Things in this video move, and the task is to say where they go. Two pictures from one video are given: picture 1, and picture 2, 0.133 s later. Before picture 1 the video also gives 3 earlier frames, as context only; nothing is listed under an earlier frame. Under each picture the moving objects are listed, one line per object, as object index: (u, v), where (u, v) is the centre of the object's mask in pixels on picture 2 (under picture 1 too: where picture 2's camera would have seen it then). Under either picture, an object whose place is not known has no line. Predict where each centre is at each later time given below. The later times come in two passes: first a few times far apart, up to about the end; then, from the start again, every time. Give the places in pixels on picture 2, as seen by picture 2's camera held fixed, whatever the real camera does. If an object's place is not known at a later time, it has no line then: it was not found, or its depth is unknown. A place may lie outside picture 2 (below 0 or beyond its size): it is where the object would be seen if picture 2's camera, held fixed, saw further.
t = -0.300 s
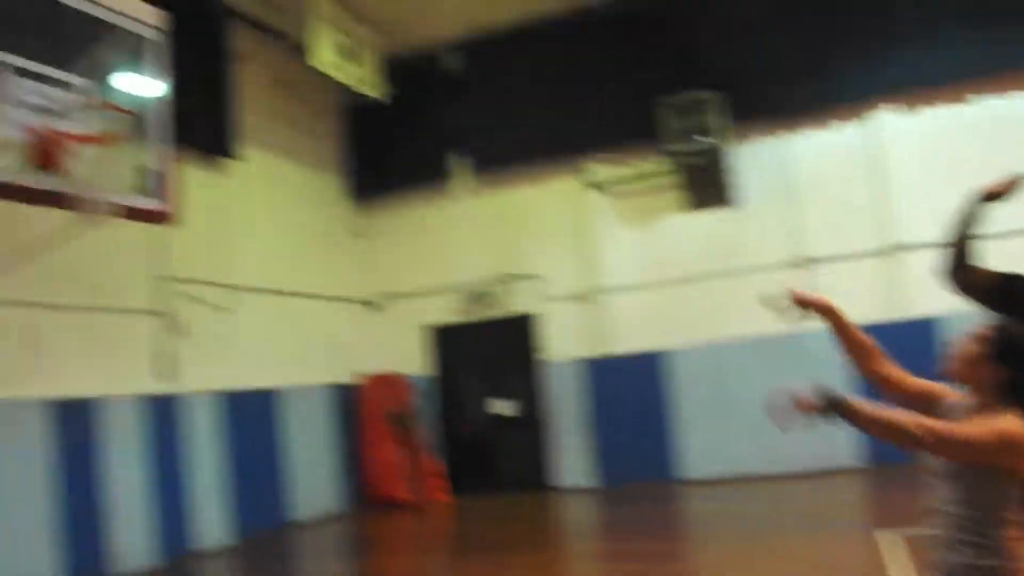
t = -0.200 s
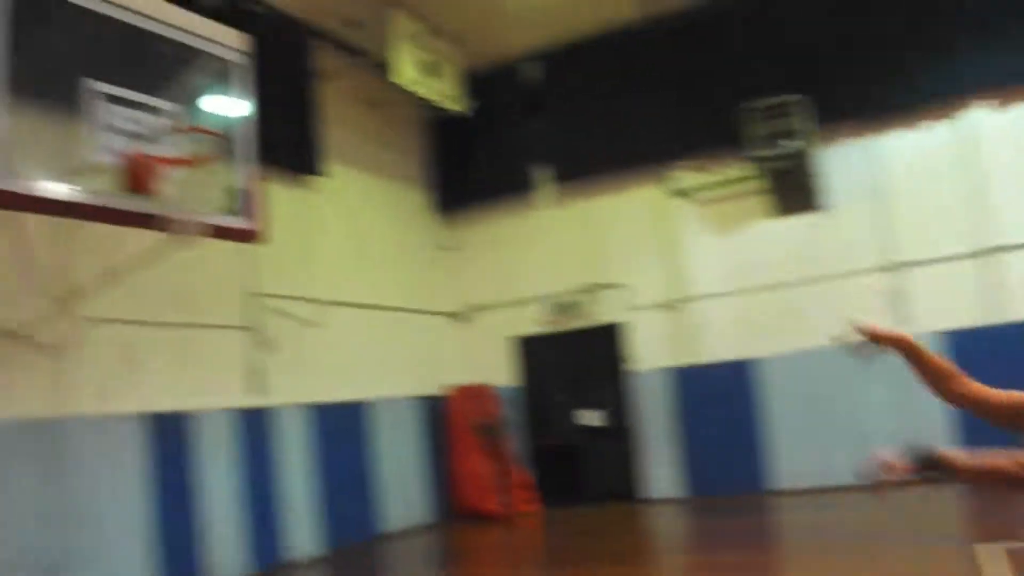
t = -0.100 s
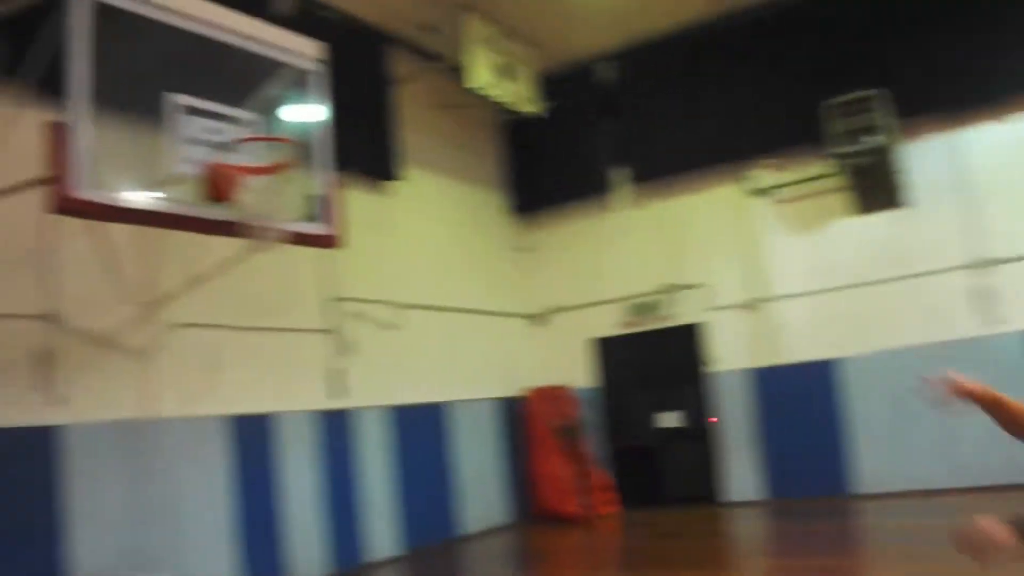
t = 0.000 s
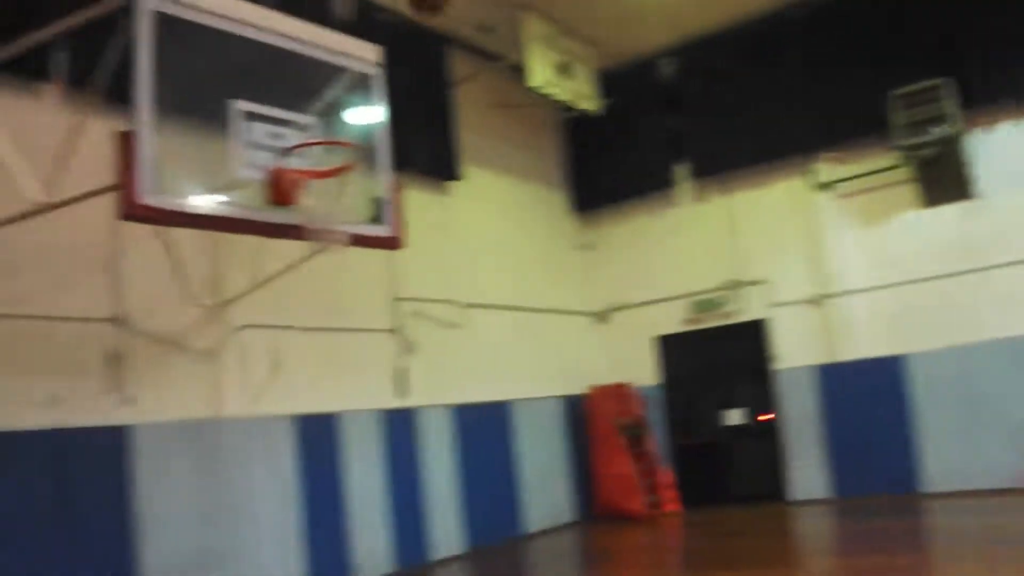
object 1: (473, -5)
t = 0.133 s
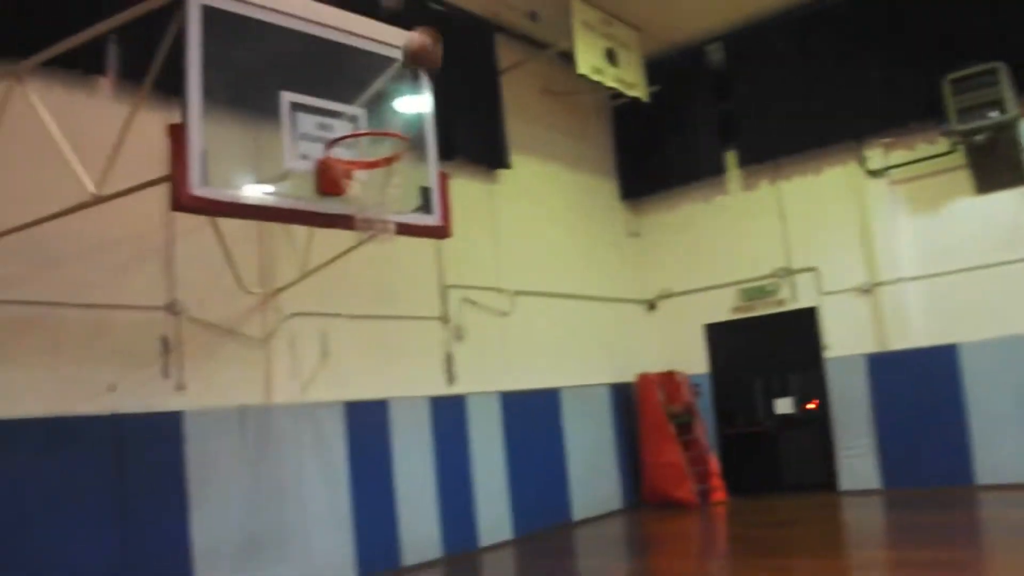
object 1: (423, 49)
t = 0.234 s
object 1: (388, 117)
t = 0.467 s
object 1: (457, 204)
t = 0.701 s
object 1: (551, 353)
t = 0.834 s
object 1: (611, 487)
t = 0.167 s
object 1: (411, 73)
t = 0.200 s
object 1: (399, 87)
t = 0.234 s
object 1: (388, 117)
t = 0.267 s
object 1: (383, 138)
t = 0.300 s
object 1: (393, 151)
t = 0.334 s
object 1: (406, 160)
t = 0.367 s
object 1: (419, 169)
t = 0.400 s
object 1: (430, 177)
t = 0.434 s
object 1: (444, 189)
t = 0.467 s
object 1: (457, 204)
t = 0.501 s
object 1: (469, 220)
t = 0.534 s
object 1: (483, 238)
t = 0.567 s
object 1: (496, 256)
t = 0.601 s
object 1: (509, 278)
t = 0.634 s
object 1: (524, 302)
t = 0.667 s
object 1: (537, 327)
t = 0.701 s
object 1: (551, 353)
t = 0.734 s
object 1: (566, 384)
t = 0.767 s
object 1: (582, 419)
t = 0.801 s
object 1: (595, 450)
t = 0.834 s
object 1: (611, 487)
